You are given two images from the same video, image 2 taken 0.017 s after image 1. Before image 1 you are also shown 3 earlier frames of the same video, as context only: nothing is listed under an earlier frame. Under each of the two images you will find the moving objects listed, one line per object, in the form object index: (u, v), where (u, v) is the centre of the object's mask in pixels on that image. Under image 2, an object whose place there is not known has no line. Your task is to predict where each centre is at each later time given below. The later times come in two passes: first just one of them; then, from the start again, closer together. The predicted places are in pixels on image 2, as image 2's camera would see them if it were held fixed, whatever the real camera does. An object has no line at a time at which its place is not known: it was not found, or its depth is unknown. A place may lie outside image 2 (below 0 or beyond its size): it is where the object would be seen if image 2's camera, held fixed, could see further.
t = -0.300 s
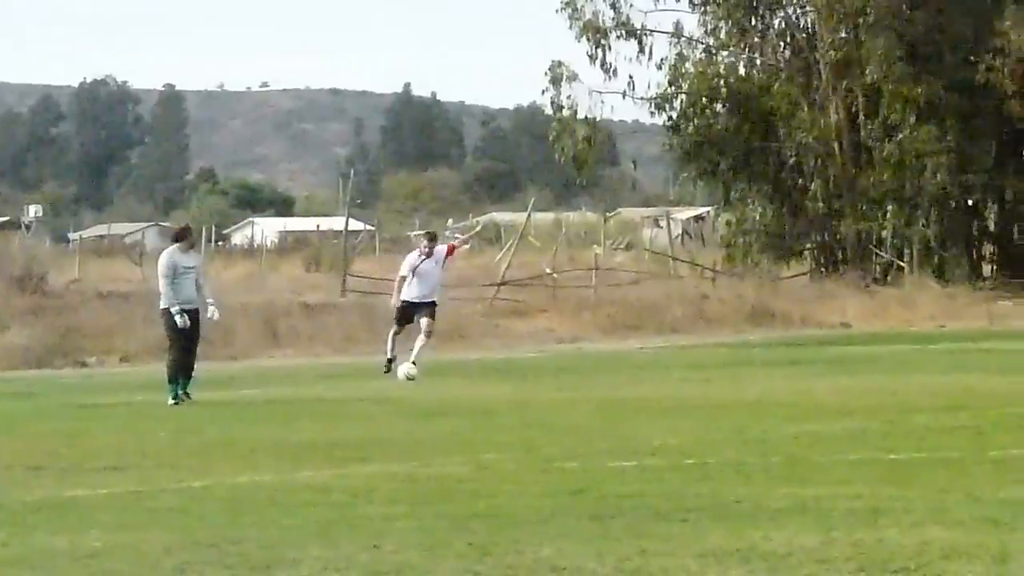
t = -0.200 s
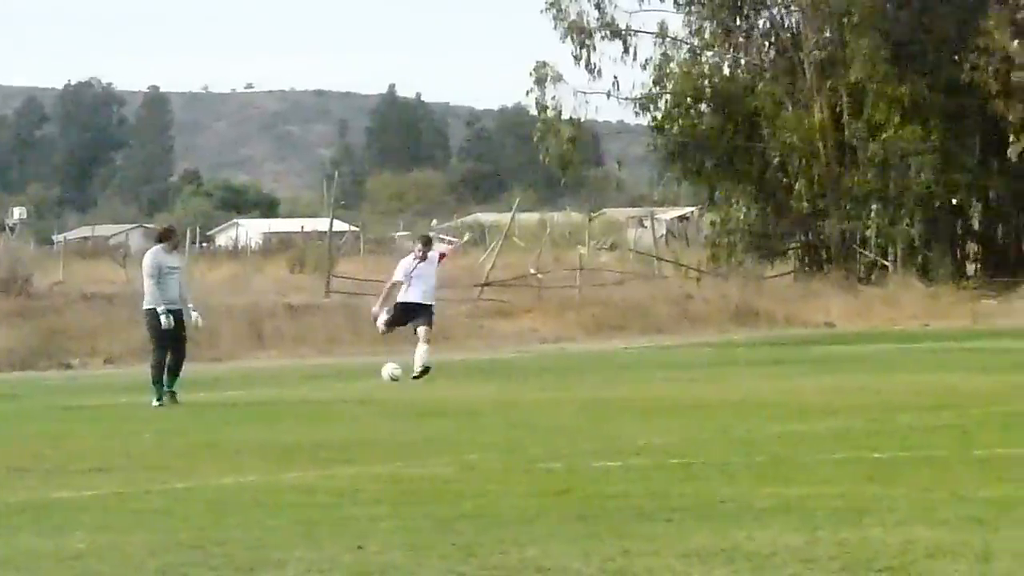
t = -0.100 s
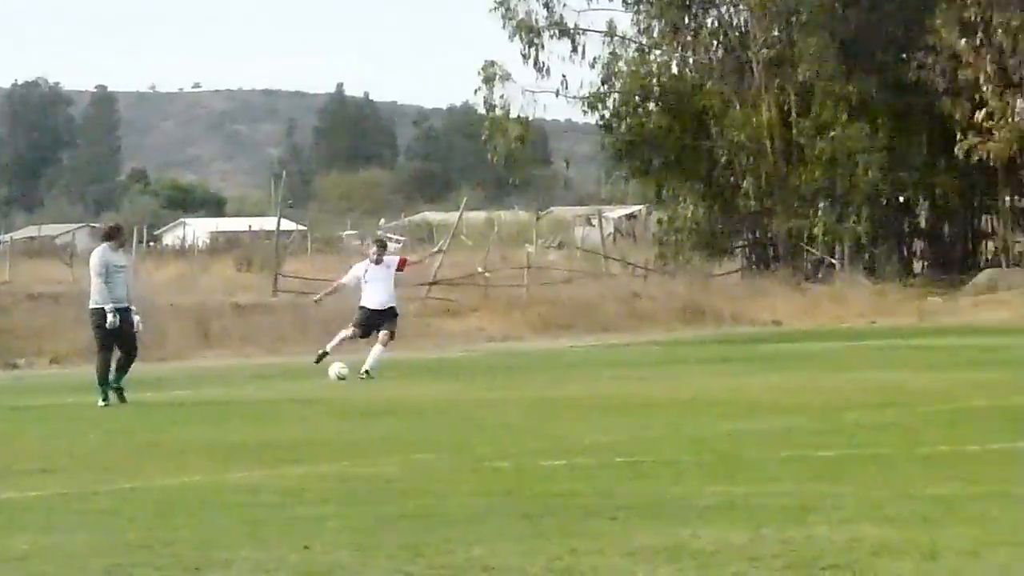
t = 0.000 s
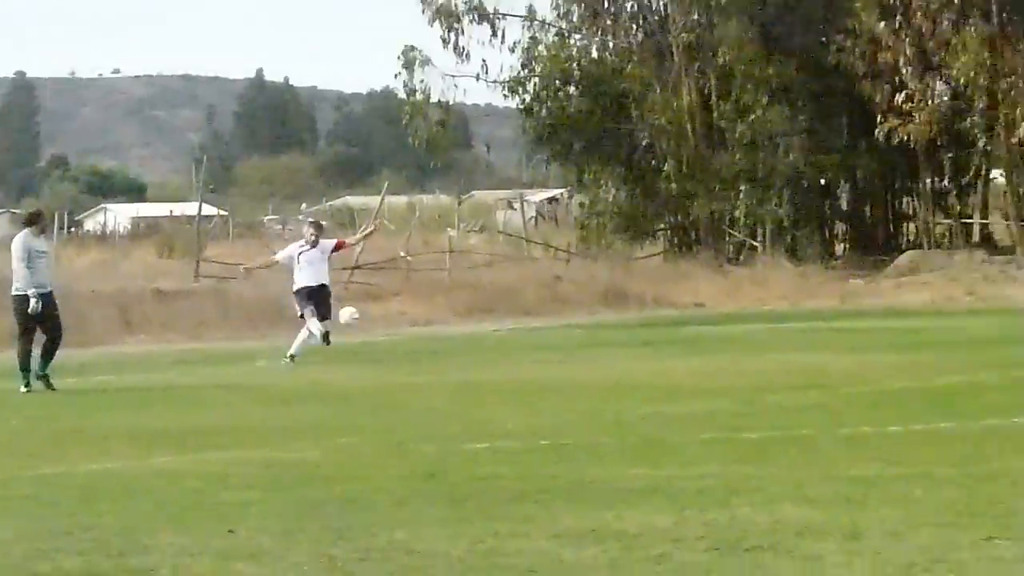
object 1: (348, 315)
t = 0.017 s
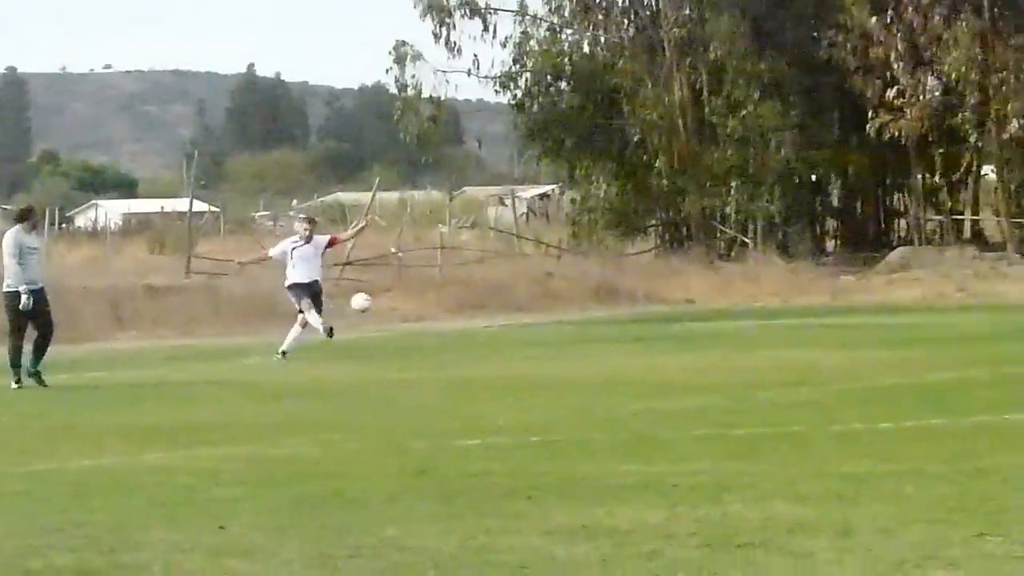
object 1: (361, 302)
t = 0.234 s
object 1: (656, 166)
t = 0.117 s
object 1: (492, 239)
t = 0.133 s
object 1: (514, 228)
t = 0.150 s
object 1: (537, 218)
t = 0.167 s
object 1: (561, 208)
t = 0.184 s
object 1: (584, 197)
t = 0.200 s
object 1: (607, 185)
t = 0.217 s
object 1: (631, 176)
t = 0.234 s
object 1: (656, 166)
